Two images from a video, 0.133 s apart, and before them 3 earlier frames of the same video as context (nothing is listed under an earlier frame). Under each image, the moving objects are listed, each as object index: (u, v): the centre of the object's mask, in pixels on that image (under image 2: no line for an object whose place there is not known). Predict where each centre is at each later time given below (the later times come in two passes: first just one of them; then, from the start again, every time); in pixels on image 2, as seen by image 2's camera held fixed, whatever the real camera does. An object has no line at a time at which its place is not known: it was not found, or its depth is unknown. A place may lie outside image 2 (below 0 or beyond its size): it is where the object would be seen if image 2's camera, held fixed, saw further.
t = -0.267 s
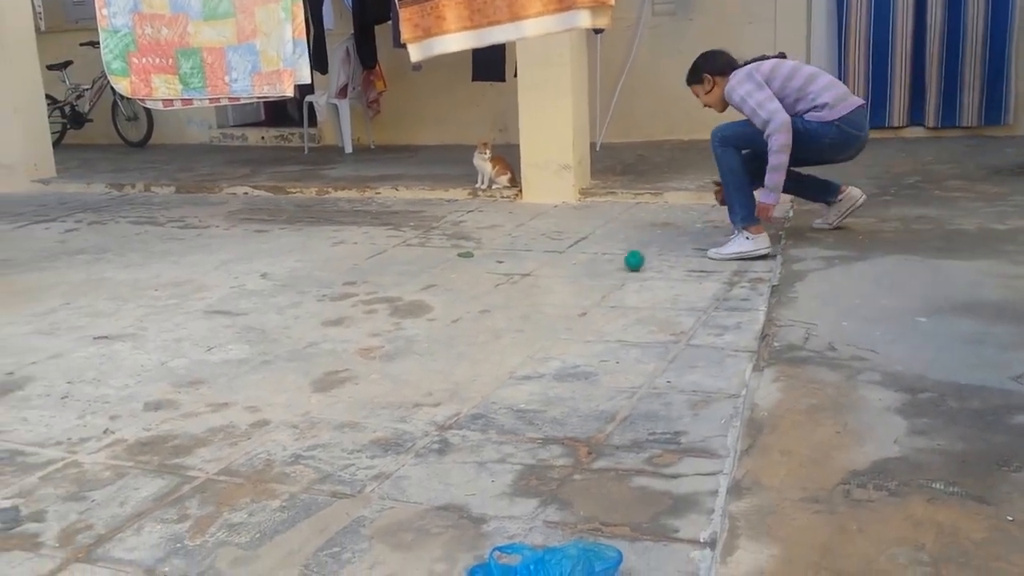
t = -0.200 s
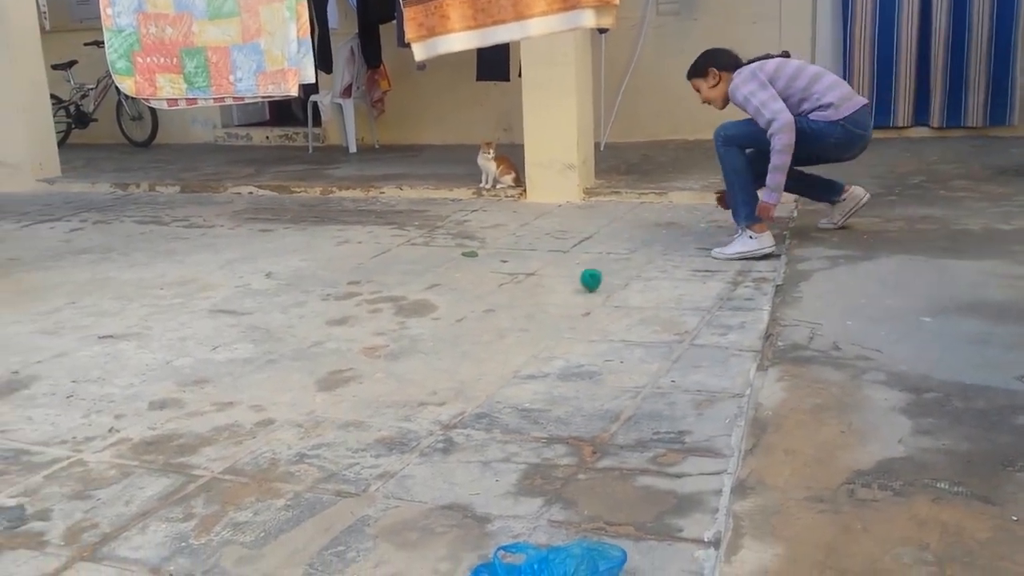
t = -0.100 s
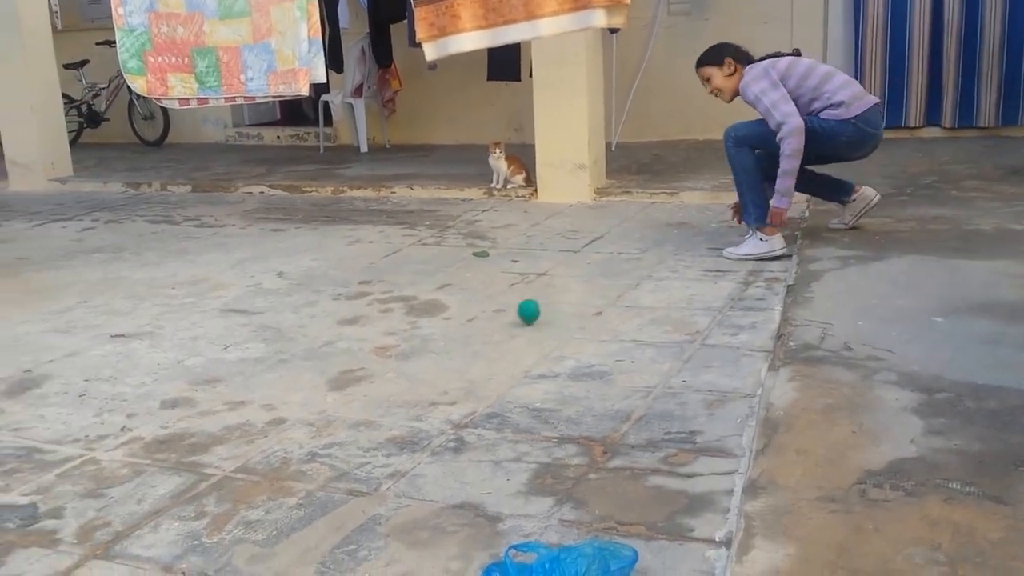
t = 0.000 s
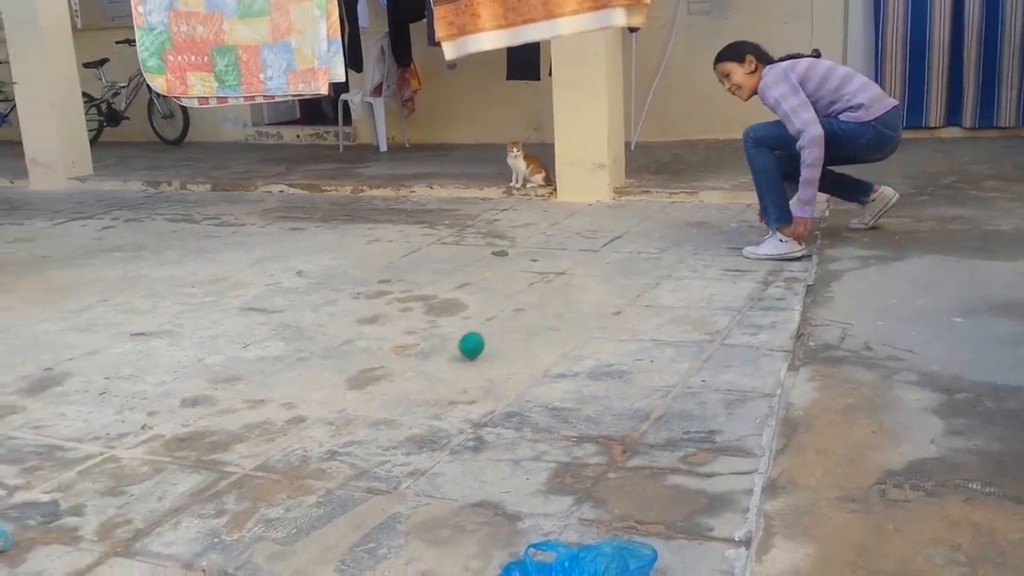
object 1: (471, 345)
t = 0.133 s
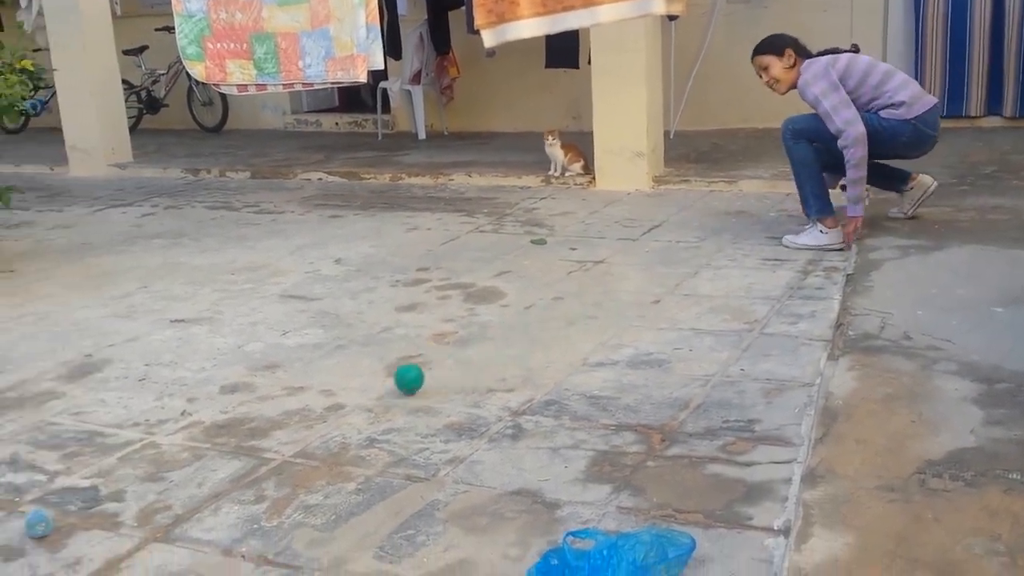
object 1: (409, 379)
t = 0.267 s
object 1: (306, 426)
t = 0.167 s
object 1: (383, 389)
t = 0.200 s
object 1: (358, 398)
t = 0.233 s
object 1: (334, 410)
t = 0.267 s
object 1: (306, 426)
